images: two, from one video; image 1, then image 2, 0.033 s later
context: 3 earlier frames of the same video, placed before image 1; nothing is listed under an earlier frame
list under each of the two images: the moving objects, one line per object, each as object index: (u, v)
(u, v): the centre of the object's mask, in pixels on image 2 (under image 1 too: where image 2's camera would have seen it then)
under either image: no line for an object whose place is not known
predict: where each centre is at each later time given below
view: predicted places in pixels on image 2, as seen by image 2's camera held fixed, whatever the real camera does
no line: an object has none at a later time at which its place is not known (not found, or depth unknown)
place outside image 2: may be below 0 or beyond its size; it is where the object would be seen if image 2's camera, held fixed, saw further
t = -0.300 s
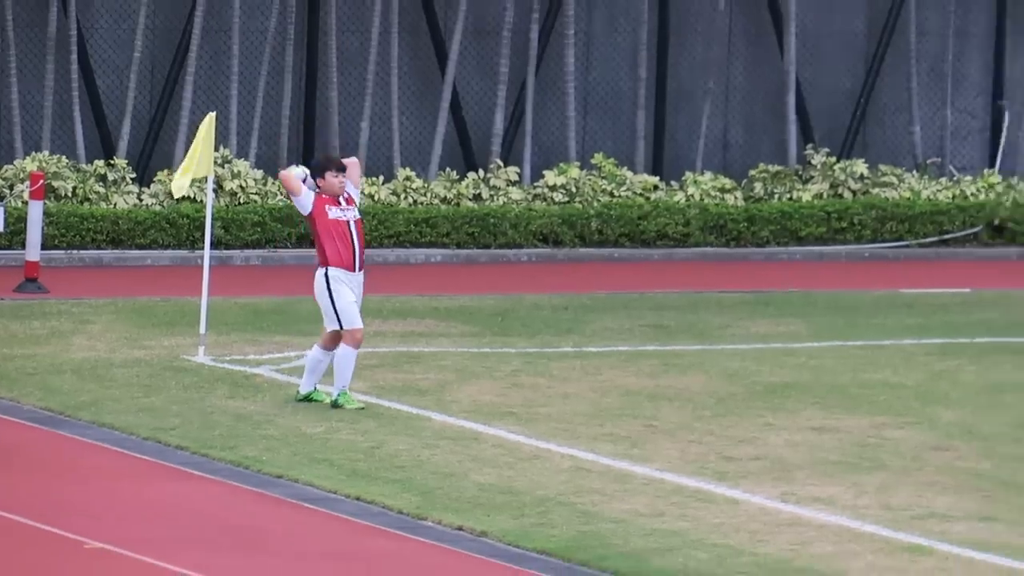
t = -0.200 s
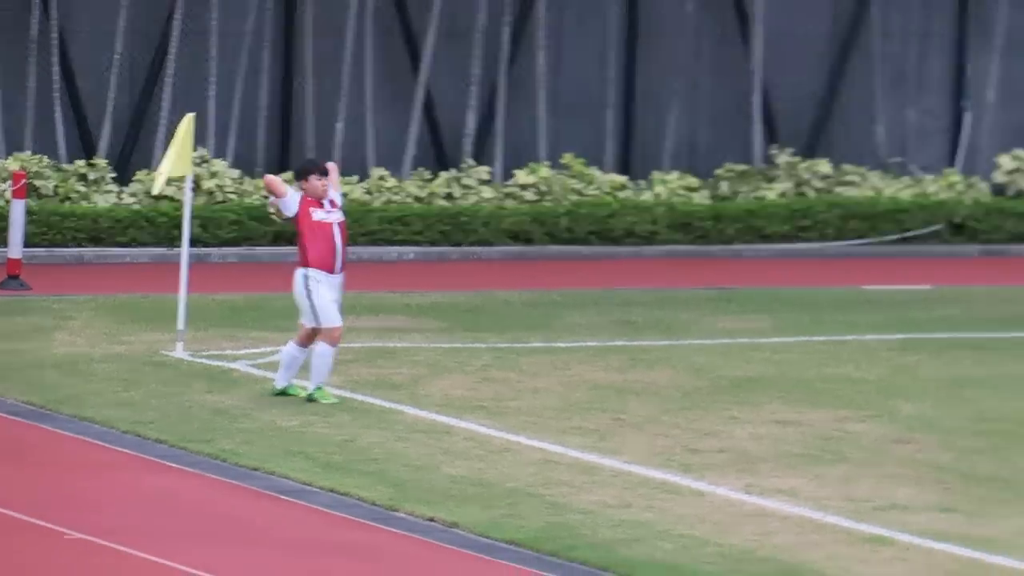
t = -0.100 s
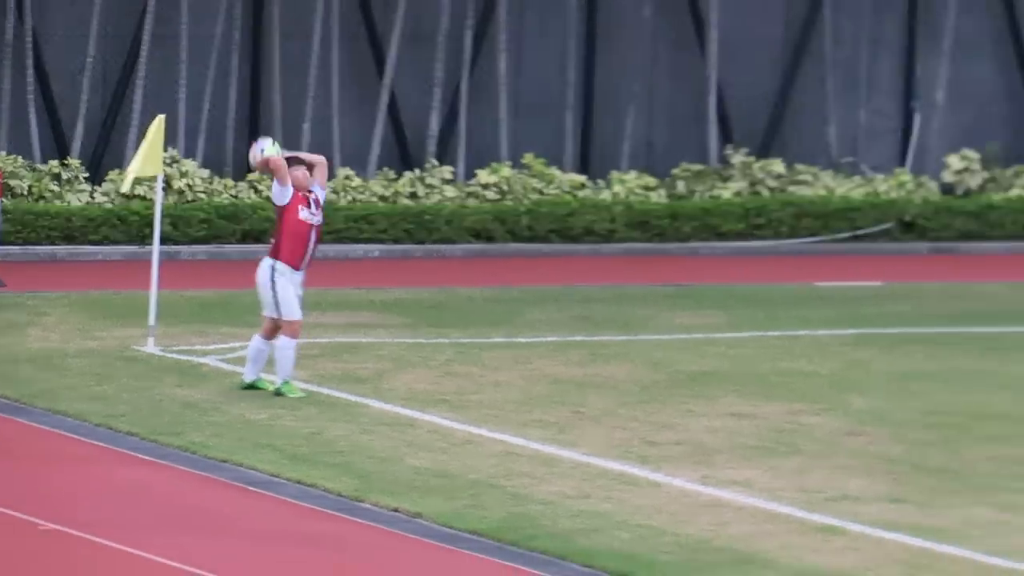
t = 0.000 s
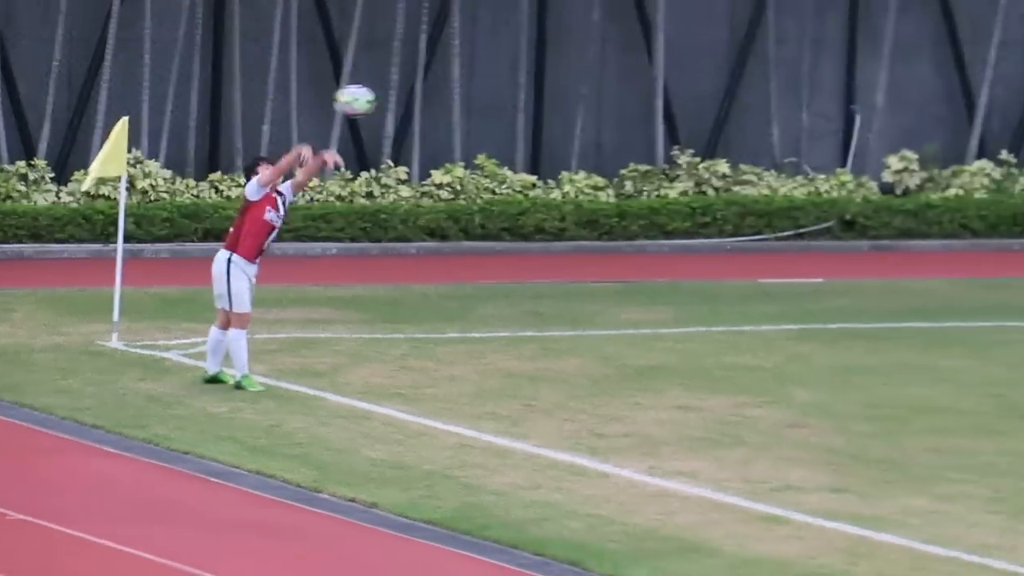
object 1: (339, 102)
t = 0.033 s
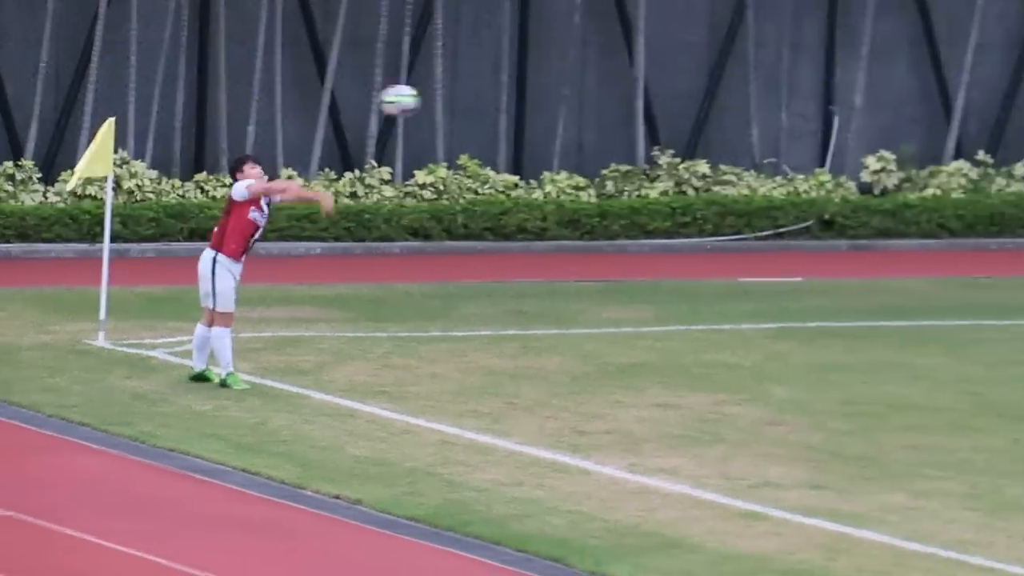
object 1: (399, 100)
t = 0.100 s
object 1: (524, 104)
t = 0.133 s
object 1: (586, 110)
